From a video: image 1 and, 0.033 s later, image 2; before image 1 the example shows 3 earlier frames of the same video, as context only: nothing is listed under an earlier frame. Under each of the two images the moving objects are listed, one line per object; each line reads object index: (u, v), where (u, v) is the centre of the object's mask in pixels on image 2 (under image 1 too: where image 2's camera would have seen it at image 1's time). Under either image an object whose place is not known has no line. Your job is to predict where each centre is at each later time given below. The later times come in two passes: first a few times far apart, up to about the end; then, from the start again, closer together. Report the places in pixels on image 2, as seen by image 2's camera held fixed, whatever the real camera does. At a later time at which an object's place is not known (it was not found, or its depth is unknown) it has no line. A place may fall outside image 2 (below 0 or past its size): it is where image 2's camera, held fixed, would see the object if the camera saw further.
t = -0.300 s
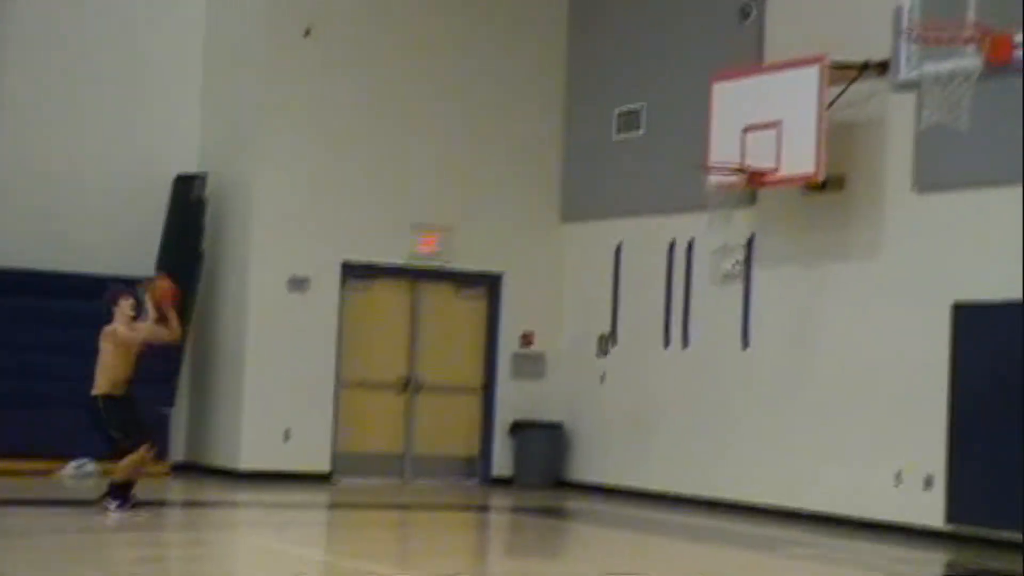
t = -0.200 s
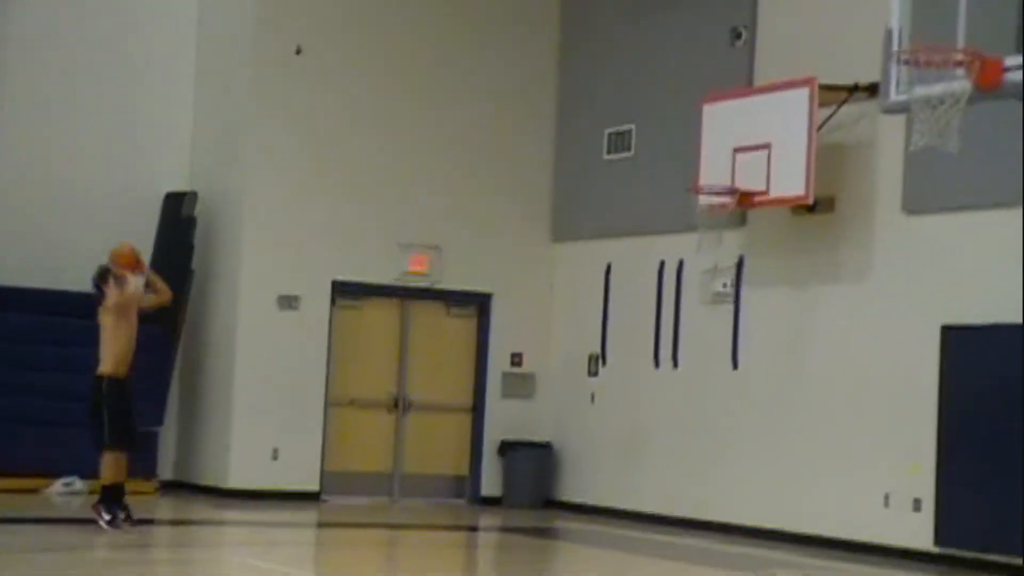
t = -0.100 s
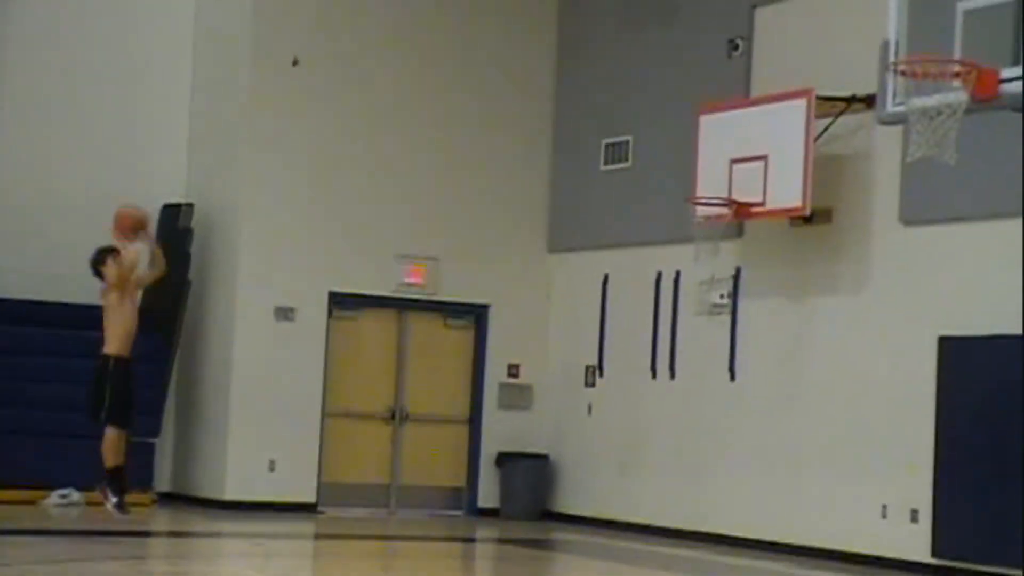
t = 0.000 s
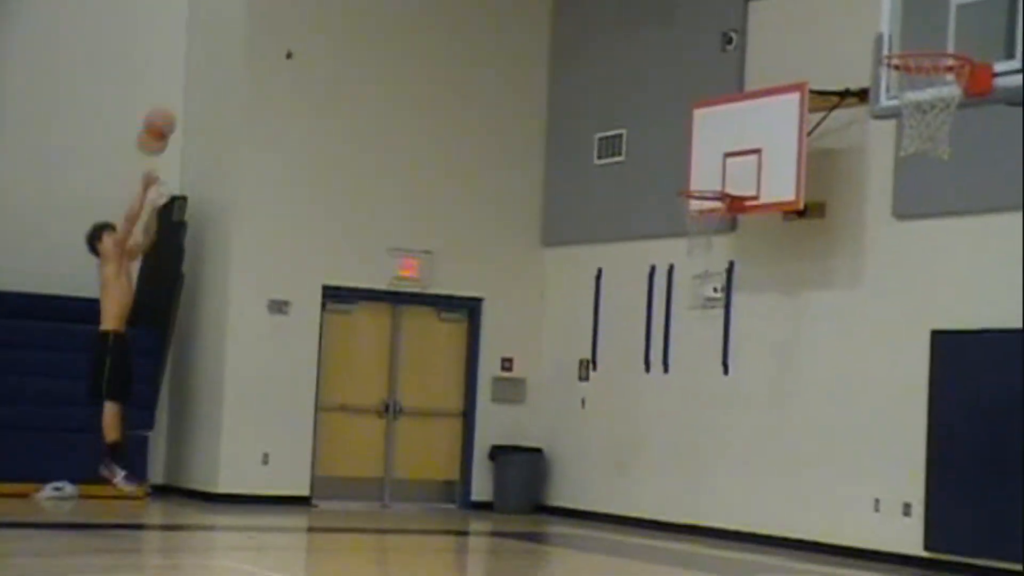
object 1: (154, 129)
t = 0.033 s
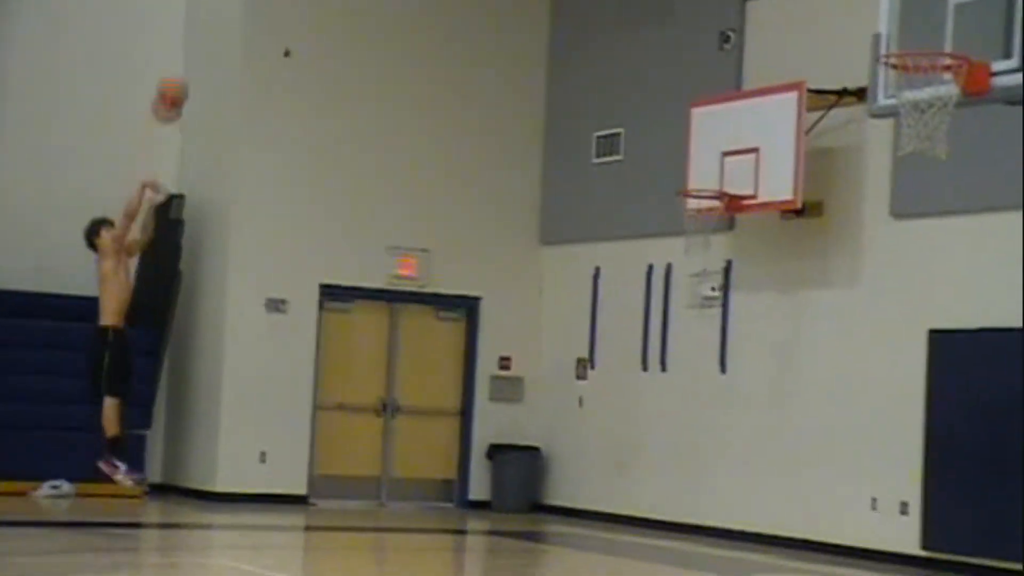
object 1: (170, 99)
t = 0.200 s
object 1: (249, -17)
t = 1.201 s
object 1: (827, -71)
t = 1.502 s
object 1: (975, 165)
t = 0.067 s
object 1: (186, 71)
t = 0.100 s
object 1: (203, 43)
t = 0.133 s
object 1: (219, 19)
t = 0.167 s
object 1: (233, 0)
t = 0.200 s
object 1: (249, -17)
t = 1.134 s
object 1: (787, -106)
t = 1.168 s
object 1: (806, -94)
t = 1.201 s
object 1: (827, -71)
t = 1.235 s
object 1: (849, -43)
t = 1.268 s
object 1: (874, -10)
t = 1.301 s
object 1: (897, 23)
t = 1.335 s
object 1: (917, 56)
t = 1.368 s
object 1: (941, 81)
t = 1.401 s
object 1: (954, 113)
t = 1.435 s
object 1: (960, 127)
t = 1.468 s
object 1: (967, 146)
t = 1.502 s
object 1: (975, 165)
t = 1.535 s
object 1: (982, 186)
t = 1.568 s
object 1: (988, 208)
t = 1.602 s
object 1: (995, 234)
